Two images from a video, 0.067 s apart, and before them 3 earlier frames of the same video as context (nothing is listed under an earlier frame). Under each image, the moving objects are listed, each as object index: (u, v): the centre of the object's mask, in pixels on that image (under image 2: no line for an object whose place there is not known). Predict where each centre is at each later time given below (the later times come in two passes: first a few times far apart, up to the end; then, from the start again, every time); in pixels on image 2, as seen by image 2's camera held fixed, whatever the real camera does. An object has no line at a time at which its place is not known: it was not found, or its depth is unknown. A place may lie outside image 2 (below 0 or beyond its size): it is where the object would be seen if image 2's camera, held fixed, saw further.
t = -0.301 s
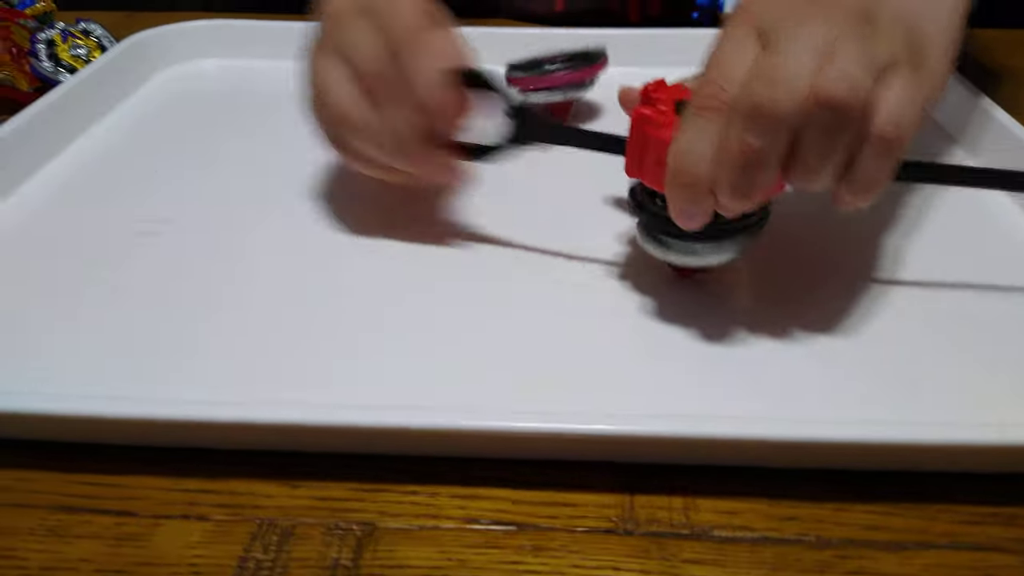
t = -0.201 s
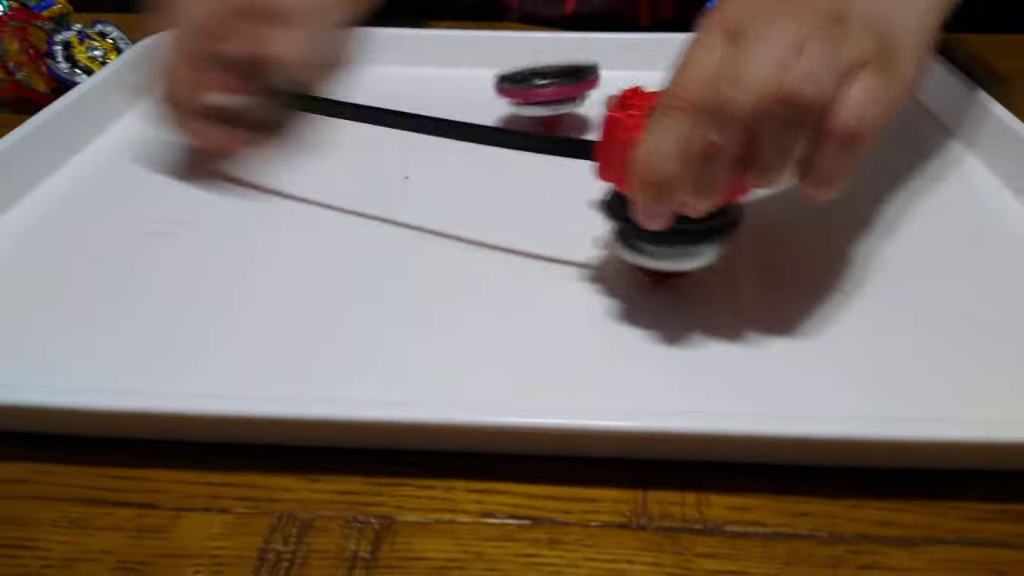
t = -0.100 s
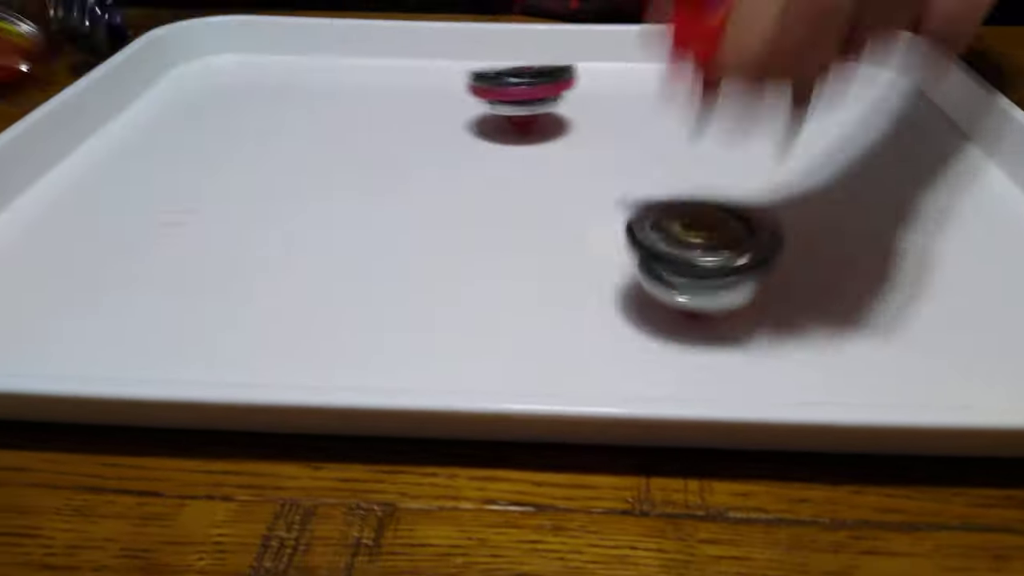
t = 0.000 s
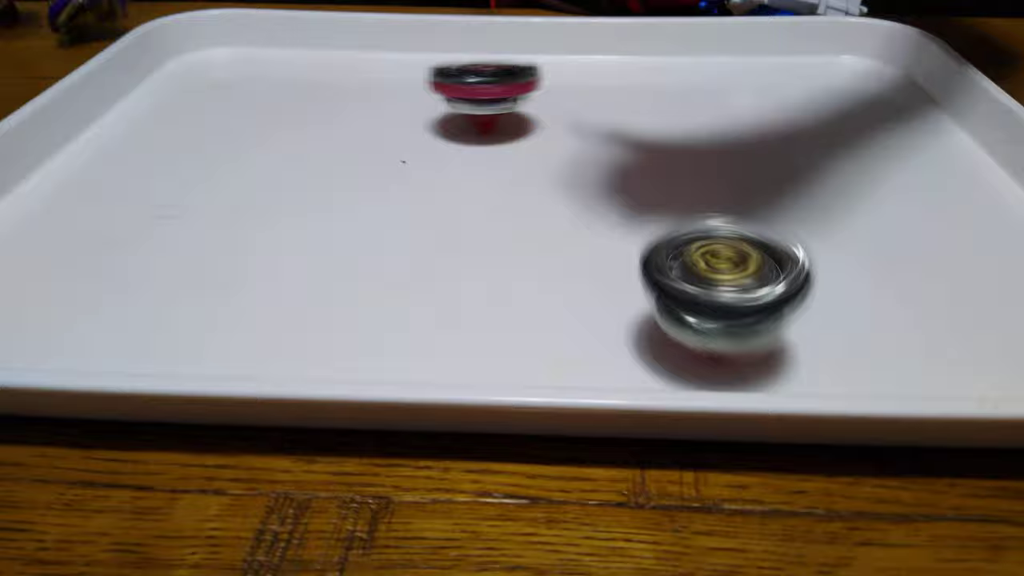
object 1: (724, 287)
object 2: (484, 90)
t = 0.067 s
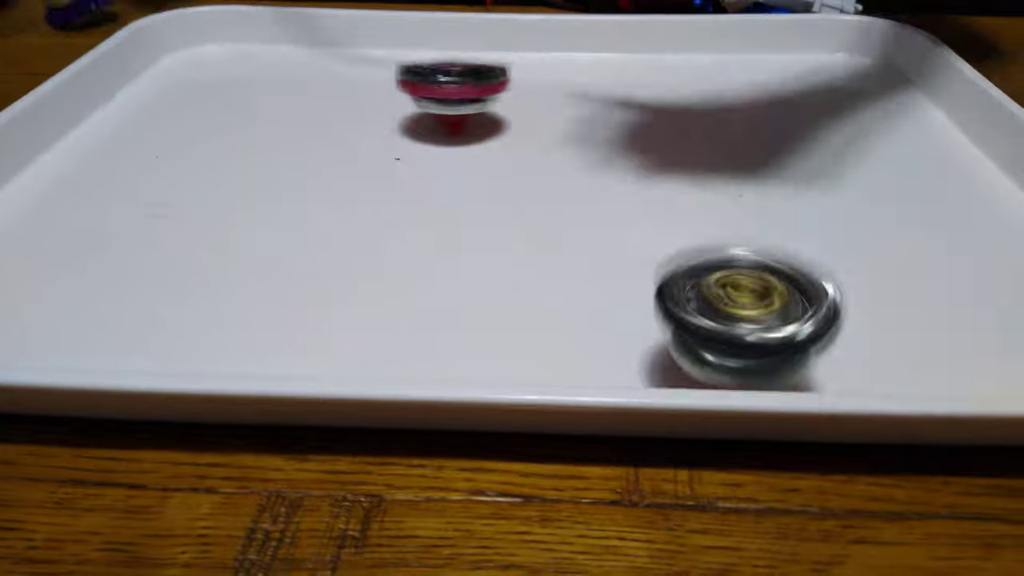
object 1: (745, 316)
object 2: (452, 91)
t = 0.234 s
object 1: (799, 322)
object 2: (388, 91)
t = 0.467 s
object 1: (849, 296)
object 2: (314, 81)
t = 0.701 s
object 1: (887, 261)
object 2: (254, 65)
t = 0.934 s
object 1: (892, 216)
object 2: (212, 50)
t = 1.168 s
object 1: (864, 172)
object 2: (179, 37)
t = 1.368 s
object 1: (823, 139)
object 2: (193, 28)
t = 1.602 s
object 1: (771, 110)
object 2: (247, 22)
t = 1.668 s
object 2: (262, 20)
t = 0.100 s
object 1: (758, 322)
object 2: (439, 90)
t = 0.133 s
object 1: (769, 323)
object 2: (426, 90)
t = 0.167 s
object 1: (779, 323)
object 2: (413, 90)
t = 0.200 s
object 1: (788, 324)
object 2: (400, 90)
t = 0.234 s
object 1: (799, 322)
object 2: (388, 91)
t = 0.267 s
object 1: (808, 319)
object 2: (377, 89)
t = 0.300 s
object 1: (818, 315)
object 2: (366, 88)
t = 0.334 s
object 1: (824, 312)
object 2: (354, 87)
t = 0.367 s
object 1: (830, 307)
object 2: (344, 86)
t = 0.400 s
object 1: (837, 304)
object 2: (334, 84)
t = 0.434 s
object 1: (844, 299)
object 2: (325, 83)
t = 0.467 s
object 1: (849, 296)
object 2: (314, 81)
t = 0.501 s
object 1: (857, 291)
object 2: (305, 79)
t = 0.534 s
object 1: (863, 286)
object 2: (297, 77)
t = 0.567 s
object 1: (867, 282)
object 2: (288, 74)
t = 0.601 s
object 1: (872, 277)
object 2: (279, 73)
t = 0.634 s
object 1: (876, 272)
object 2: (270, 70)
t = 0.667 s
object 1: (883, 266)
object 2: (262, 67)
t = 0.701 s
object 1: (887, 261)
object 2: (254, 65)
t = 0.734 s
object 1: (889, 255)
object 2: (248, 63)
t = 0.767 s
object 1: (891, 249)
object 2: (242, 61)
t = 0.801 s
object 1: (892, 243)
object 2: (237, 58)
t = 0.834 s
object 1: (895, 235)
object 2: (230, 55)
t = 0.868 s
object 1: (895, 230)
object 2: (223, 54)
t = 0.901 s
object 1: (895, 223)
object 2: (218, 52)
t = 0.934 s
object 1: (892, 216)
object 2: (212, 50)
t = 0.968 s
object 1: (890, 210)
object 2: (207, 47)
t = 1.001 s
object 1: (888, 203)
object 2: (202, 46)
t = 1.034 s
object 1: (884, 196)
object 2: (197, 43)
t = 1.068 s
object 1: (880, 191)
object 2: (192, 42)
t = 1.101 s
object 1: (875, 184)
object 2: (187, 40)
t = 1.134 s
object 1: (871, 179)
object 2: (183, 38)
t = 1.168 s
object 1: (864, 172)
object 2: (179, 37)
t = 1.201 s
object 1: (858, 167)
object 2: (174, 35)
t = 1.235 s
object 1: (851, 162)
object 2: (169, 34)
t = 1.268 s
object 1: (843, 155)
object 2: (168, 29)
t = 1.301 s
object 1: (838, 149)
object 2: (174, 31)
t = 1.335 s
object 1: (830, 144)
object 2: (182, 30)
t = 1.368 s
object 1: (823, 139)
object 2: (193, 28)
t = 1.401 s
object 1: (815, 134)
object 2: (200, 27)
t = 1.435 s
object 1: (809, 130)
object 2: (209, 28)
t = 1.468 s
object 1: (801, 125)
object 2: (217, 26)
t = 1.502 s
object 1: (793, 122)
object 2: (222, 25)
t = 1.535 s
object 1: (785, 117)
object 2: (232, 24)
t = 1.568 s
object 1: (779, 113)
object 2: (239, 23)
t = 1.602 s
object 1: (771, 110)
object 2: (247, 22)
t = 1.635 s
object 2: (256, 21)
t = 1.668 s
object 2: (262, 20)
